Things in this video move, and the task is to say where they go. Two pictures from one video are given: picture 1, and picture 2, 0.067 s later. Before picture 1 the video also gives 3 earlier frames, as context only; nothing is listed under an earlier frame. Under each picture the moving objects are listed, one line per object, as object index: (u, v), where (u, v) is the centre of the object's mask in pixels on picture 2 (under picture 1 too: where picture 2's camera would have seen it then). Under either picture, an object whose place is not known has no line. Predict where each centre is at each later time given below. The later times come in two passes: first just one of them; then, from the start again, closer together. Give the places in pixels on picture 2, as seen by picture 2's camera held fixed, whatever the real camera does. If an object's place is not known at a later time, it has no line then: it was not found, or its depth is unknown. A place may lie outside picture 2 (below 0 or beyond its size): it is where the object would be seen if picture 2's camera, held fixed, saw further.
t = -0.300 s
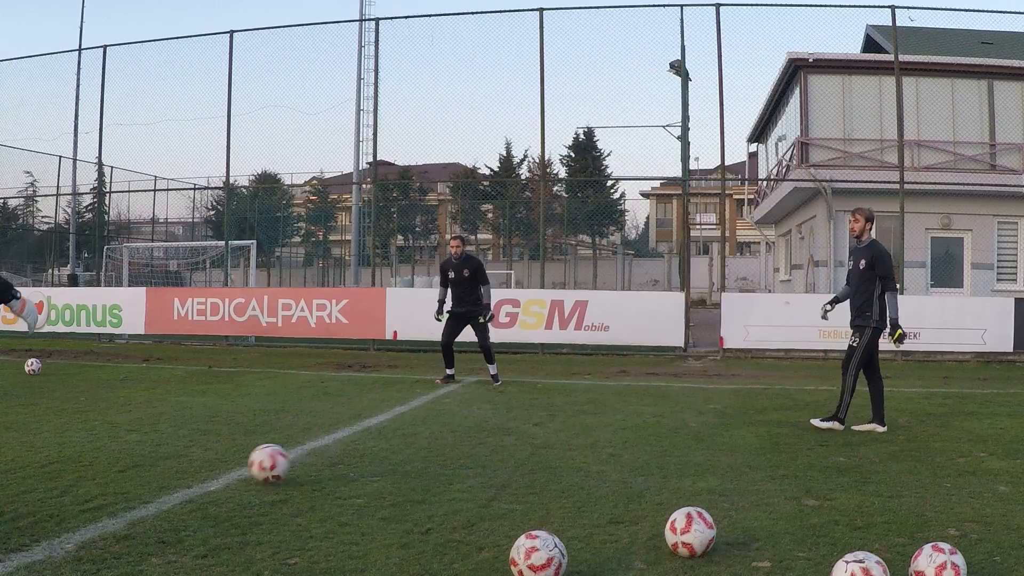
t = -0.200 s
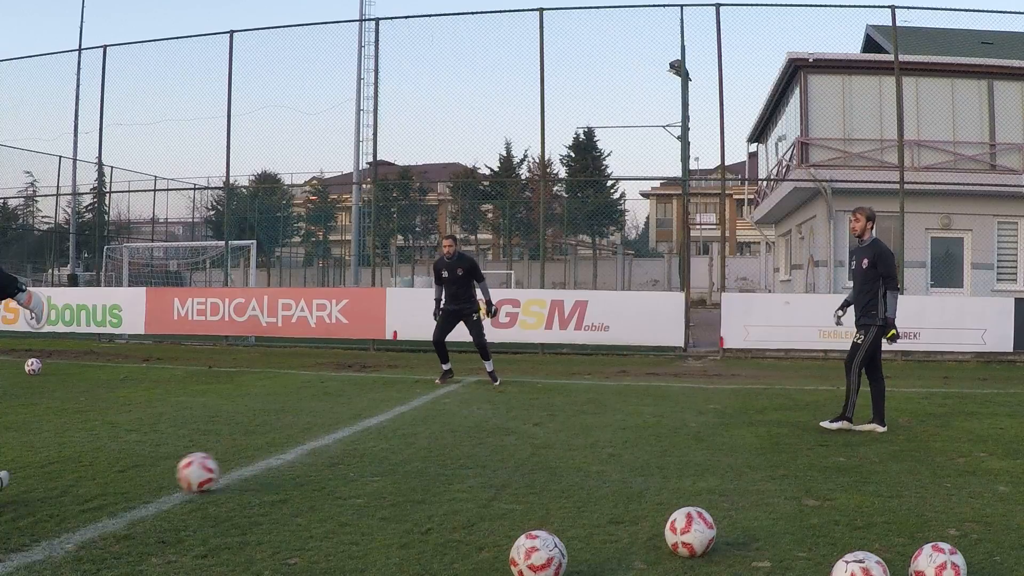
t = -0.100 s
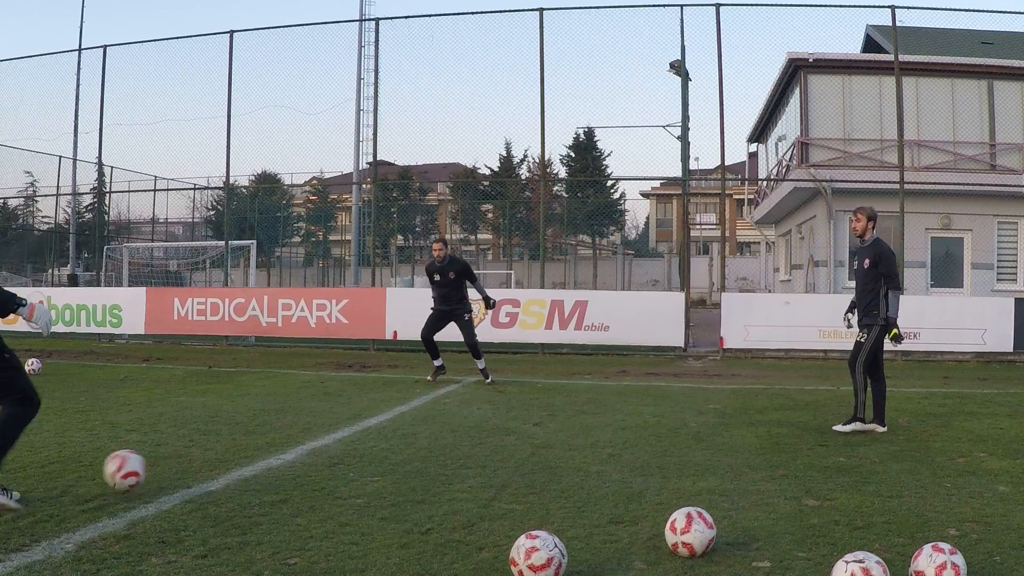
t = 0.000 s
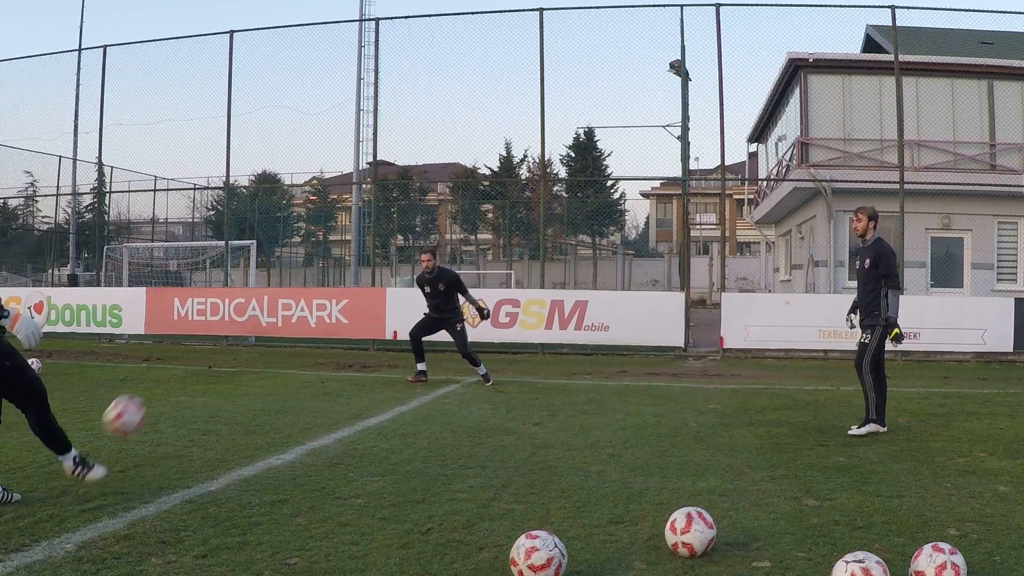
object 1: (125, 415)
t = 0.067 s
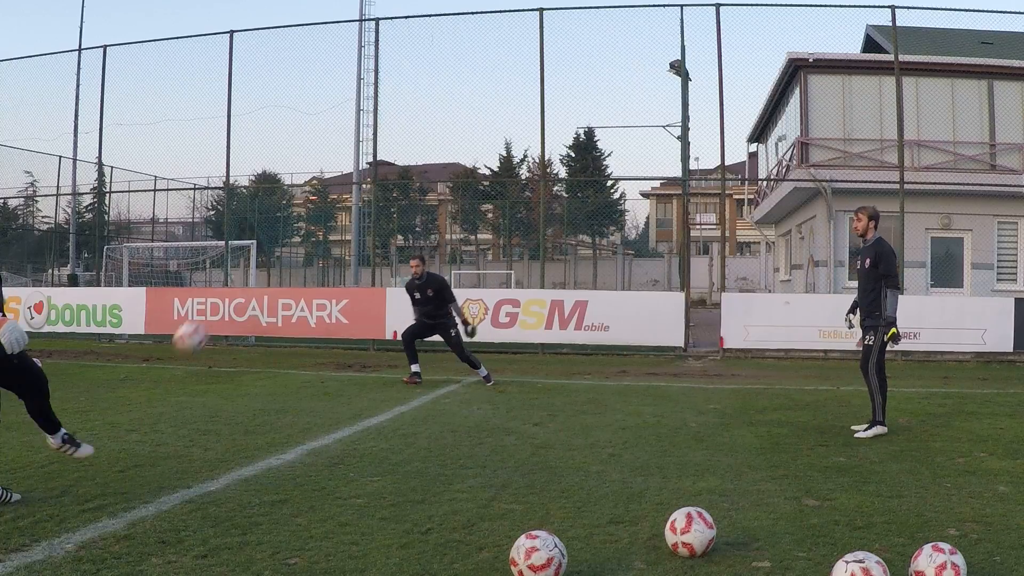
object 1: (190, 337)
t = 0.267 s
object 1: (307, 221)
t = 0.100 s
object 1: (218, 307)
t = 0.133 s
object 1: (240, 282)
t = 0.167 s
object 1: (261, 261)
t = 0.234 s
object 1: (293, 232)
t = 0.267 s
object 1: (307, 221)
